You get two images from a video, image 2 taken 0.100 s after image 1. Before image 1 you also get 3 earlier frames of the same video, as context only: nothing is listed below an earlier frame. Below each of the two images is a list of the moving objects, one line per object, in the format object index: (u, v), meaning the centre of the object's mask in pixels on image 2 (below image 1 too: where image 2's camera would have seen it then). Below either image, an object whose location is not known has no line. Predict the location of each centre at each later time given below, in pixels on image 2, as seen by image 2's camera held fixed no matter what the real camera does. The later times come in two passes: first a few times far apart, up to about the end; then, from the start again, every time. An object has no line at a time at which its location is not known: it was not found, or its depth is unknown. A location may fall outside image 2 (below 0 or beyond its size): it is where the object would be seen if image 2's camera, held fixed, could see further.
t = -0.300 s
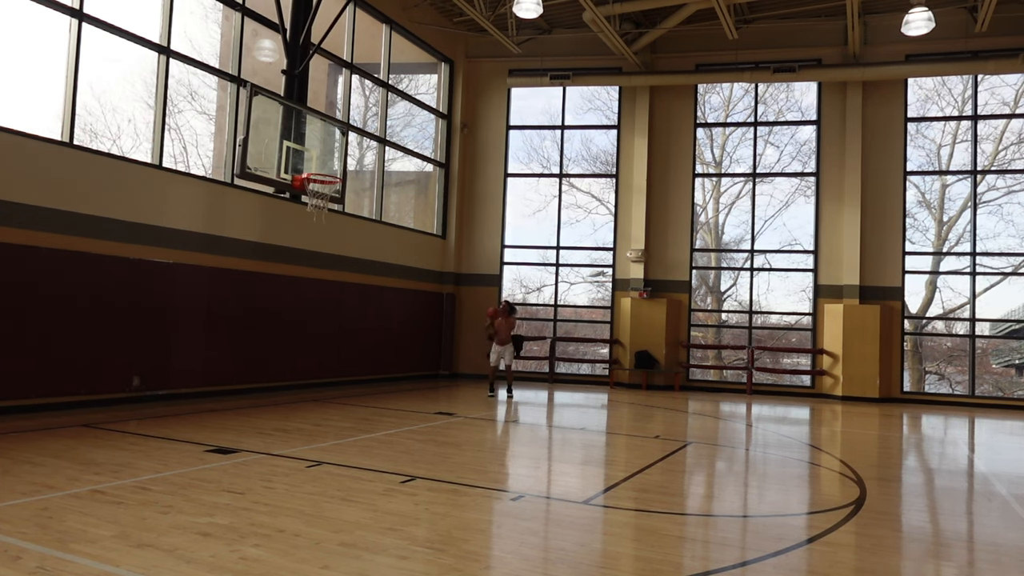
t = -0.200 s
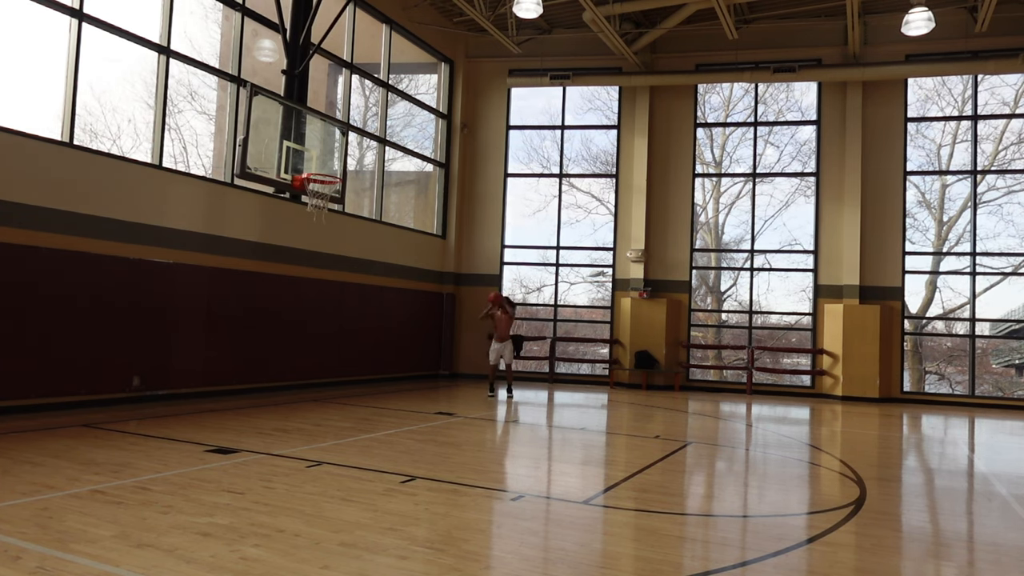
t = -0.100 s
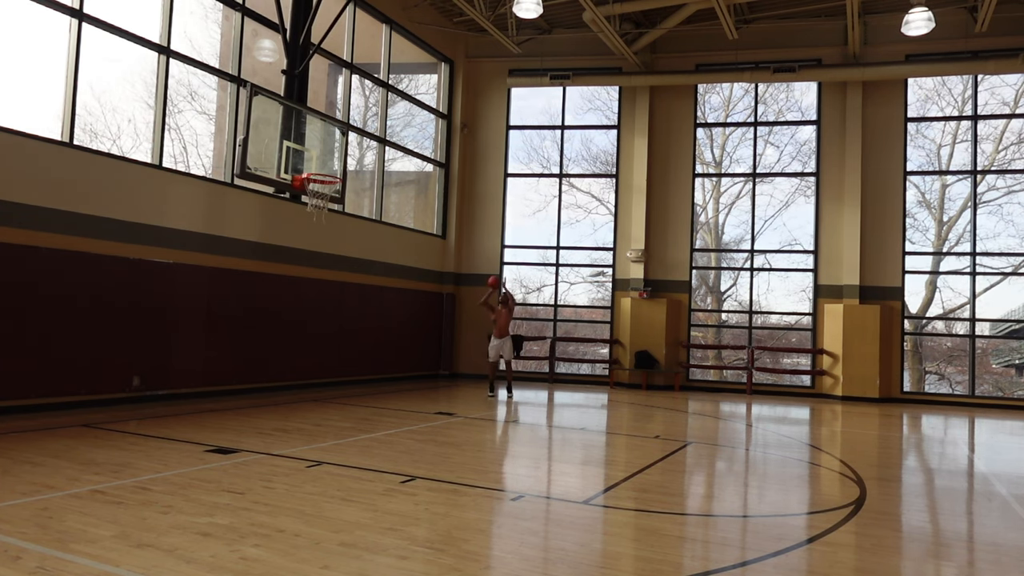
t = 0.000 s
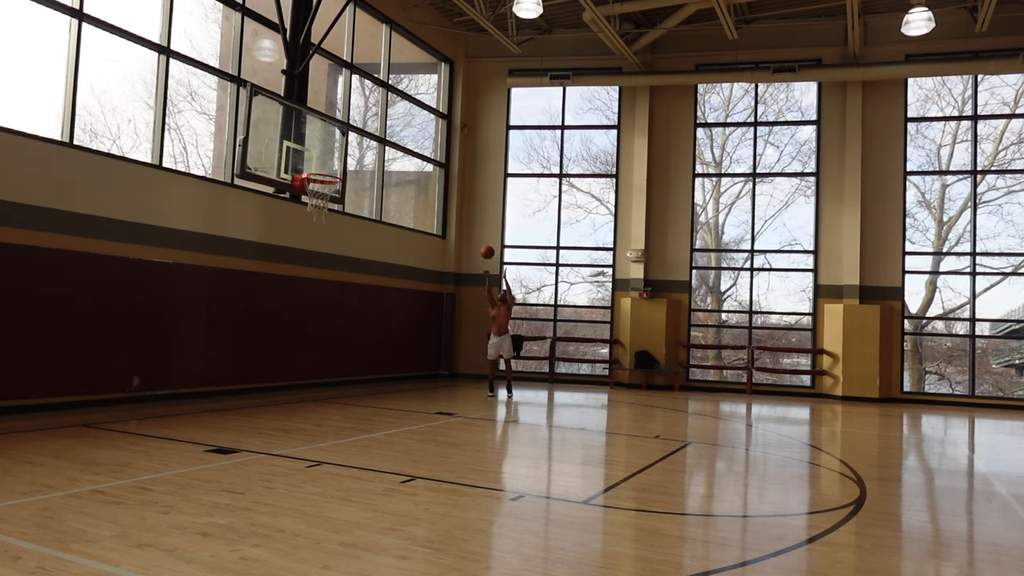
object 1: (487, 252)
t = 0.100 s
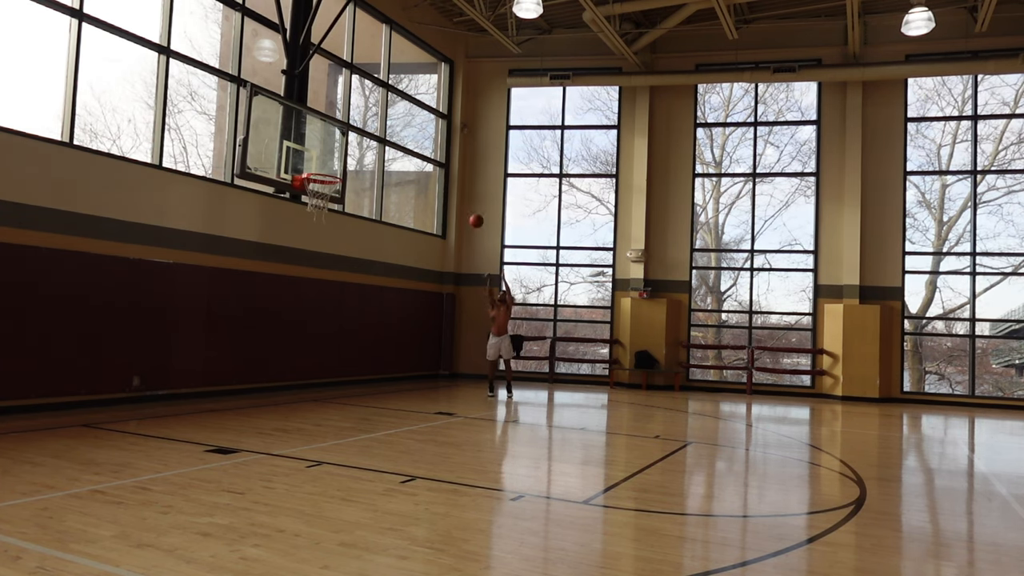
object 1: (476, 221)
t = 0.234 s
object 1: (459, 185)
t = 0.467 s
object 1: (427, 142)
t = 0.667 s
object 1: (394, 129)
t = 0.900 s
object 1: (347, 149)
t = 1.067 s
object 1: (314, 189)
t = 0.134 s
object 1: (472, 211)
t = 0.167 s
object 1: (468, 202)
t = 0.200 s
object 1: (464, 193)
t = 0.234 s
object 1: (459, 185)
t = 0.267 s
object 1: (455, 177)
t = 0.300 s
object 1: (450, 170)
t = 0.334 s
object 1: (446, 163)
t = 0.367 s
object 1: (442, 158)
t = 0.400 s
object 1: (437, 152)
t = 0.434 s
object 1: (432, 146)
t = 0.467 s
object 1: (427, 142)
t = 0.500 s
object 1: (422, 139)
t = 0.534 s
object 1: (417, 135)
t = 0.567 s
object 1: (411, 133)
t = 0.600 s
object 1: (405, 131)
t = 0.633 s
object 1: (400, 130)
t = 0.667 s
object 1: (394, 129)
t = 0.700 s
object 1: (387, 130)
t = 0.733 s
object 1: (381, 131)
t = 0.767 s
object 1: (375, 133)
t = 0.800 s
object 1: (368, 135)
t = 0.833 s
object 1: (361, 139)
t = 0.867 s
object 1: (354, 143)
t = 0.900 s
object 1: (347, 149)
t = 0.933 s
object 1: (340, 155)
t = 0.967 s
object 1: (331, 162)
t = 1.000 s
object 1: (323, 170)
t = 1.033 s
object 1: (317, 180)
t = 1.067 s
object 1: (314, 189)
